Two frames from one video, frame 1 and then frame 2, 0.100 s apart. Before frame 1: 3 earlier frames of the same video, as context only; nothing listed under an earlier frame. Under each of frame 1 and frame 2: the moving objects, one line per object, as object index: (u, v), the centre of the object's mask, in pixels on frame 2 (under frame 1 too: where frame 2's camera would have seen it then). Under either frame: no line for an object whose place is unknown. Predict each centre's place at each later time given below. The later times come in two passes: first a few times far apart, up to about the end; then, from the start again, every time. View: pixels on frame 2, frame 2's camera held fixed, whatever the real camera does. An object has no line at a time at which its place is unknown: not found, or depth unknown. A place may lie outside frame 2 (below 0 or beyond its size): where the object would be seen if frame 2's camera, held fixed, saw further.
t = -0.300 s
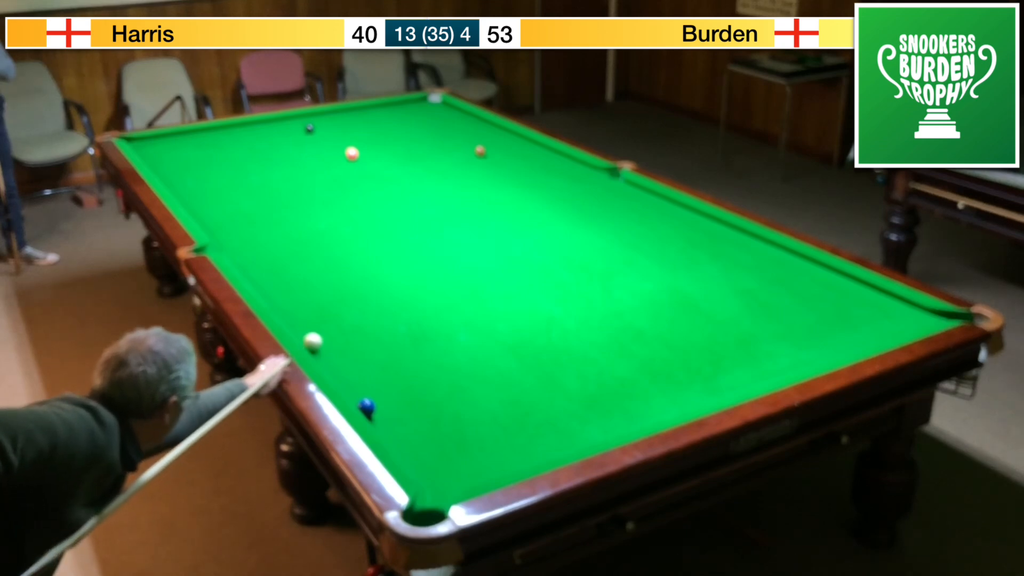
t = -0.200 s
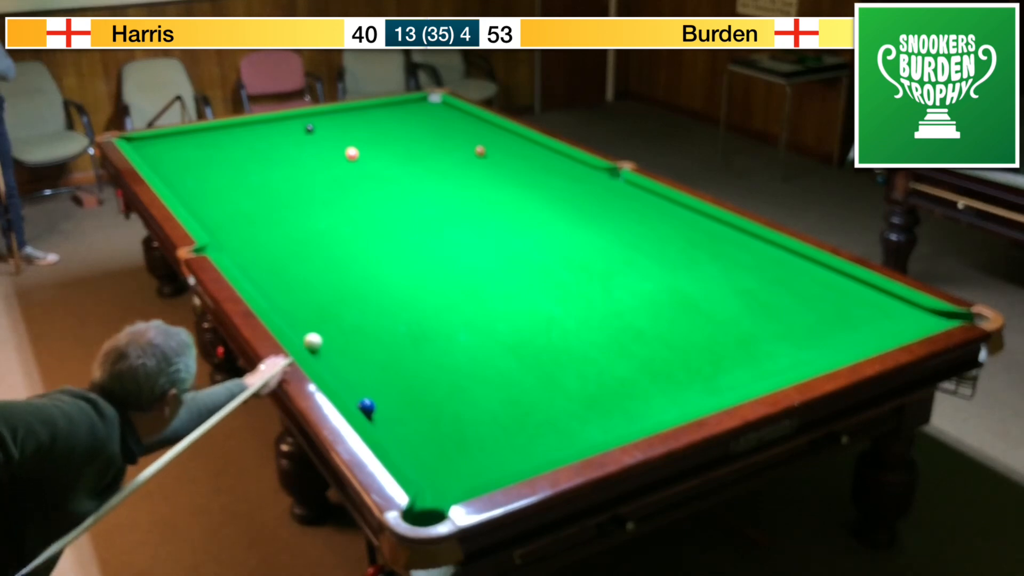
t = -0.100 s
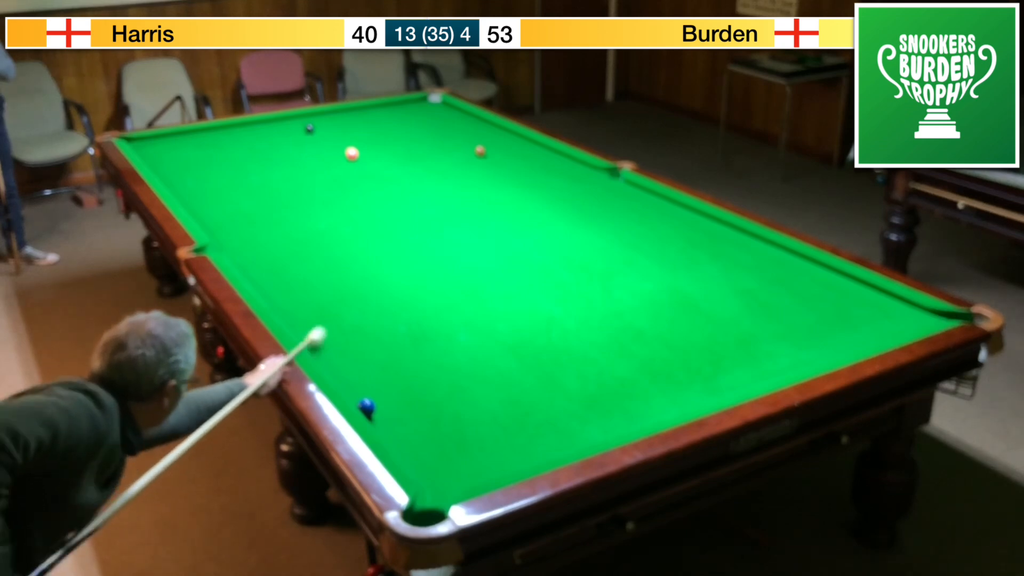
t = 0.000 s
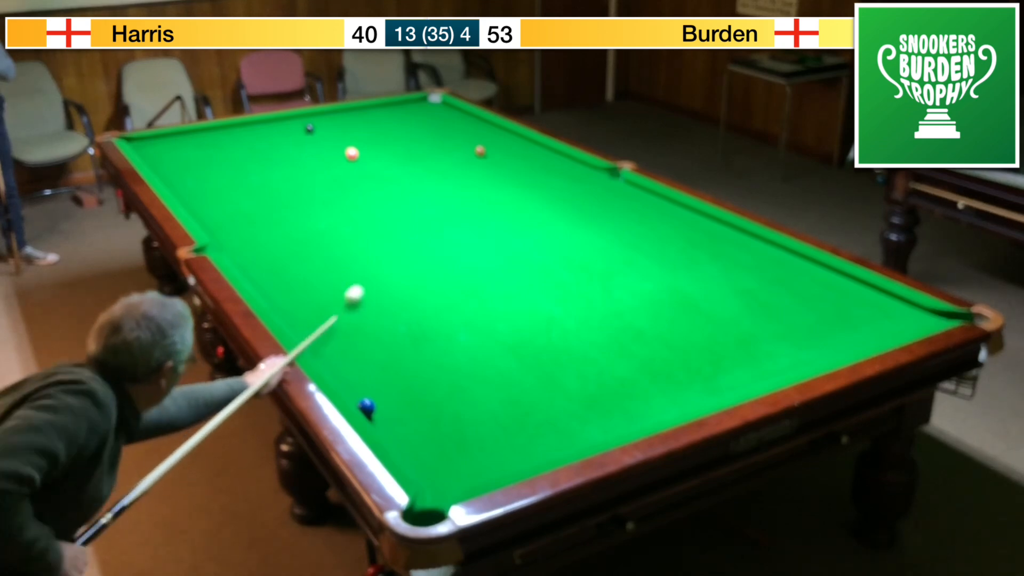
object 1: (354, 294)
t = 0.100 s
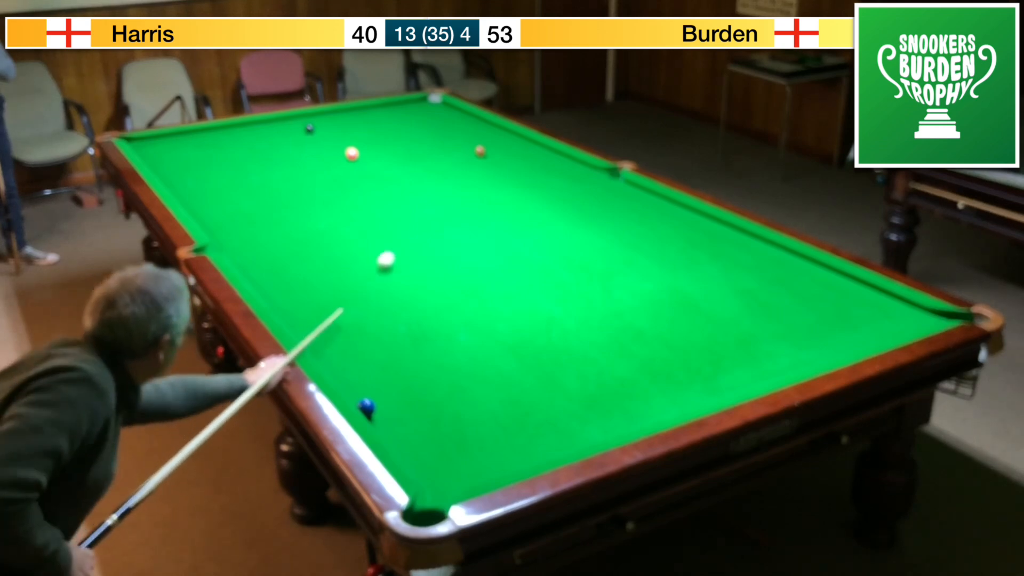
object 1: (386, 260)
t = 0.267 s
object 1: (428, 213)
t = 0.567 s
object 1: (484, 152)
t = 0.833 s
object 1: (539, 144)
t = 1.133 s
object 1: (490, 148)
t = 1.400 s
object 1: (451, 151)
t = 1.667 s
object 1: (413, 154)
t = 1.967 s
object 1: (371, 157)
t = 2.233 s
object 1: (336, 160)
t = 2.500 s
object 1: (301, 162)
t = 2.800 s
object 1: (263, 165)
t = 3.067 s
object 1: (231, 167)
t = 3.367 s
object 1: (198, 170)
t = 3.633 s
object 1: (170, 172)
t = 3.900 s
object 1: (166, 171)
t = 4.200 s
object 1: (181, 167)
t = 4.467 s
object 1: (191, 164)
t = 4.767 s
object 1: (201, 162)
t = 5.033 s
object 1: (207, 160)
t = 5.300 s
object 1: (211, 159)
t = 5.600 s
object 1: (214, 158)
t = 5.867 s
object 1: (215, 158)
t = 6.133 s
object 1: (215, 158)
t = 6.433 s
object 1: (215, 158)
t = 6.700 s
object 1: (215, 158)
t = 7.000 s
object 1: (215, 158)
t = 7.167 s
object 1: (215, 158)
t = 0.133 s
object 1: (396, 249)
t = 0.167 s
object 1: (404, 240)
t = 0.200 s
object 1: (413, 230)
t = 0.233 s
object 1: (421, 221)
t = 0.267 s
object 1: (428, 213)
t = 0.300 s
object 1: (435, 205)
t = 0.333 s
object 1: (442, 197)
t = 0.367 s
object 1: (449, 190)
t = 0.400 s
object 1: (455, 183)
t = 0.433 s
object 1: (461, 176)
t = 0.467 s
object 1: (467, 170)
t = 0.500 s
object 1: (472, 163)
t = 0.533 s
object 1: (478, 157)
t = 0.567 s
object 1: (484, 152)
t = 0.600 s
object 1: (491, 152)
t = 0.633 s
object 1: (498, 151)
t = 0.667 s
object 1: (505, 150)
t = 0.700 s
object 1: (512, 149)
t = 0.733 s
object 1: (519, 148)
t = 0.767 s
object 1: (526, 147)
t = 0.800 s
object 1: (532, 145)
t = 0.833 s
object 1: (539, 144)
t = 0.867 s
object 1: (534, 144)
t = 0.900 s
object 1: (528, 145)
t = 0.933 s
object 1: (522, 146)
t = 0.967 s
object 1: (516, 146)
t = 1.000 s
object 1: (510, 147)
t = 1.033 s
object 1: (505, 147)
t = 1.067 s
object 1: (500, 147)
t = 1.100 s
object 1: (495, 148)
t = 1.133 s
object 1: (490, 148)
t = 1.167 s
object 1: (485, 149)
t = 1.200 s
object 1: (480, 149)
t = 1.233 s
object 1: (475, 149)
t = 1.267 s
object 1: (471, 150)
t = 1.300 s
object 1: (466, 150)
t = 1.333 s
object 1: (461, 150)
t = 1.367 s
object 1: (456, 151)
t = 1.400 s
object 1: (451, 151)
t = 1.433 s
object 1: (446, 151)
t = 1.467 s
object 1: (442, 152)
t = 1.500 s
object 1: (437, 152)
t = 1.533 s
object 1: (432, 152)
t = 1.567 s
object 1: (427, 153)
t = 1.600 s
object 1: (422, 153)
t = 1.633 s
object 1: (418, 154)
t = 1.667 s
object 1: (413, 154)
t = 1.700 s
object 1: (408, 154)
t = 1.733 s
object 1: (404, 155)
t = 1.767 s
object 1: (399, 155)
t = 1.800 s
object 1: (394, 155)
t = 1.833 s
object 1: (390, 156)
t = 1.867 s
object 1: (385, 156)
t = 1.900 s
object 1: (381, 156)
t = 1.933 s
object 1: (376, 157)
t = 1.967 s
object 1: (371, 157)
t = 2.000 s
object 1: (367, 157)
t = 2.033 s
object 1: (362, 157)
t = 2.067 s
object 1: (358, 158)
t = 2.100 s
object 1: (354, 158)
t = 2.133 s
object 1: (349, 158)
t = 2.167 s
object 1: (344, 159)
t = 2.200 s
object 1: (340, 159)
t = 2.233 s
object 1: (336, 160)
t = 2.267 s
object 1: (331, 160)
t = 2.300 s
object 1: (327, 161)
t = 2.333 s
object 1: (322, 161)
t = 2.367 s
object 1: (318, 161)
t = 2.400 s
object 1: (314, 161)
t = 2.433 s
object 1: (309, 161)
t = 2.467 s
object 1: (305, 162)
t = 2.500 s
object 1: (301, 162)
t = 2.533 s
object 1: (296, 163)
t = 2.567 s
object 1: (292, 163)
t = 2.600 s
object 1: (288, 163)
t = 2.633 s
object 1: (284, 163)
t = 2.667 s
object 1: (280, 164)
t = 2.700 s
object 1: (275, 164)
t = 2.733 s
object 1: (271, 165)
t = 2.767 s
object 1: (267, 165)
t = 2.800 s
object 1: (263, 165)
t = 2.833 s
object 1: (259, 165)
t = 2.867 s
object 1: (255, 166)
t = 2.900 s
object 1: (251, 166)
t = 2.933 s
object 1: (247, 166)
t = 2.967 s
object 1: (243, 166)
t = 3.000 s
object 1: (239, 167)
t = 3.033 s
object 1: (235, 167)
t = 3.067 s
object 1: (231, 167)
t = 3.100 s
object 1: (228, 168)
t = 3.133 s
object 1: (224, 168)
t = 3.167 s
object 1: (220, 168)
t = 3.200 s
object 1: (216, 168)
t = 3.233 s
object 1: (212, 169)
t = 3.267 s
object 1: (209, 169)
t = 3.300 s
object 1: (205, 169)
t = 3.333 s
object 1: (201, 169)
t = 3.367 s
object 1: (198, 170)
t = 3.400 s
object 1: (194, 170)
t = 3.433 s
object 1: (191, 170)
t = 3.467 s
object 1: (187, 171)
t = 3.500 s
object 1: (183, 171)
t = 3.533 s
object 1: (180, 171)
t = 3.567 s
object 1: (176, 171)
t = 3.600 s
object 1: (173, 172)
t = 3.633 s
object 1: (170, 172)
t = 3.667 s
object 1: (166, 172)
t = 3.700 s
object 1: (163, 172)
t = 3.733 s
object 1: (160, 172)
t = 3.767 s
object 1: (159, 172)
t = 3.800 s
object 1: (161, 172)
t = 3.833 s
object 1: (163, 171)
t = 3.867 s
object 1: (165, 171)
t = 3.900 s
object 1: (166, 171)
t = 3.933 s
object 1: (168, 170)
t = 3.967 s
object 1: (170, 170)
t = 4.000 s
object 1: (171, 169)
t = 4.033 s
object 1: (173, 169)
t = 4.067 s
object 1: (175, 169)
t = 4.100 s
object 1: (176, 168)
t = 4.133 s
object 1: (178, 168)
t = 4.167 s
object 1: (179, 167)
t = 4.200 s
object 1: (181, 167)
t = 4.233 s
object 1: (182, 167)
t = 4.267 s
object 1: (183, 166)
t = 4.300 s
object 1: (185, 166)
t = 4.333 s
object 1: (186, 165)
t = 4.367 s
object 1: (188, 165)
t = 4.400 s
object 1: (189, 165)
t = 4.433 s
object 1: (190, 164)
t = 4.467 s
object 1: (191, 164)
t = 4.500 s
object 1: (193, 164)
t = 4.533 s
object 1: (194, 164)
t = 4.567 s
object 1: (195, 163)
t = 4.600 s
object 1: (196, 163)
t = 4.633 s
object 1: (197, 163)
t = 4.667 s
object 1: (198, 163)
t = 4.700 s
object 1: (199, 162)
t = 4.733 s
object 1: (200, 162)
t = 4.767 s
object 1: (201, 162)
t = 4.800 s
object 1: (202, 162)
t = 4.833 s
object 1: (203, 161)
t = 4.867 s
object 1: (203, 161)
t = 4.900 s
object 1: (204, 161)
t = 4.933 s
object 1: (205, 161)
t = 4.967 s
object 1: (206, 160)
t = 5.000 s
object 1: (206, 160)
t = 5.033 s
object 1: (207, 160)
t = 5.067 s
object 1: (208, 160)
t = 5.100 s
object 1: (208, 160)
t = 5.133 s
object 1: (209, 160)
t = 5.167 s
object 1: (210, 159)
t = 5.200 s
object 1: (210, 159)
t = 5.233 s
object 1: (211, 159)
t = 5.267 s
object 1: (211, 159)
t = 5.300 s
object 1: (211, 159)
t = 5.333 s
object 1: (212, 159)
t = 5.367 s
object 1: (212, 159)
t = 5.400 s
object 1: (213, 158)
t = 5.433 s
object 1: (213, 158)
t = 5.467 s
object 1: (213, 158)
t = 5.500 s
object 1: (214, 158)
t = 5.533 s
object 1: (214, 158)
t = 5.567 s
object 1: (214, 158)
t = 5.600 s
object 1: (214, 158)
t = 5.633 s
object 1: (214, 158)
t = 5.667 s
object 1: (215, 158)
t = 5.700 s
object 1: (215, 158)
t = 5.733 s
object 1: (215, 158)
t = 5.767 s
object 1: (215, 158)
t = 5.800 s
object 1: (215, 158)
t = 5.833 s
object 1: (215, 158)
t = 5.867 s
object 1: (215, 158)
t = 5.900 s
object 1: (215, 158)
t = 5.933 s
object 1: (215, 158)
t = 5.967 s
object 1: (215, 158)
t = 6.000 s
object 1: (215, 158)
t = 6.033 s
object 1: (215, 158)
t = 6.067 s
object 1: (215, 158)
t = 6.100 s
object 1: (215, 158)
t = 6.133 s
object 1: (215, 158)
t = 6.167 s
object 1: (215, 158)
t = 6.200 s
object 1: (215, 158)
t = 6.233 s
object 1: (215, 158)
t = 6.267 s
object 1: (215, 158)
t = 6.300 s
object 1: (215, 158)
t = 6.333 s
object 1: (215, 158)
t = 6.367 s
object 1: (215, 158)
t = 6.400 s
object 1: (215, 158)
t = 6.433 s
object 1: (215, 158)
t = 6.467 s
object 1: (215, 158)
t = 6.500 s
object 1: (215, 157)
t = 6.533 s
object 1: (215, 158)
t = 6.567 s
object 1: (215, 158)
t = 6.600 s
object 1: (215, 158)
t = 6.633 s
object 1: (215, 158)
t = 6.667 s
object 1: (215, 158)
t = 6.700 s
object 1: (215, 158)
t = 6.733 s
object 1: (215, 158)
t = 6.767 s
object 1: (215, 158)
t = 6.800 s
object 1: (215, 158)
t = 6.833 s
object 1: (215, 158)
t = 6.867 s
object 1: (215, 158)
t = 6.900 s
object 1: (215, 158)
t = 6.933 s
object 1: (215, 158)
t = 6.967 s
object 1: (215, 158)
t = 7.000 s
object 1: (215, 158)
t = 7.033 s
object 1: (215, 158)
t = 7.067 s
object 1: (215, 158)
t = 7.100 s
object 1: (215, 158)
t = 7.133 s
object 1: (215, 158)
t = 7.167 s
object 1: (215, 158)
